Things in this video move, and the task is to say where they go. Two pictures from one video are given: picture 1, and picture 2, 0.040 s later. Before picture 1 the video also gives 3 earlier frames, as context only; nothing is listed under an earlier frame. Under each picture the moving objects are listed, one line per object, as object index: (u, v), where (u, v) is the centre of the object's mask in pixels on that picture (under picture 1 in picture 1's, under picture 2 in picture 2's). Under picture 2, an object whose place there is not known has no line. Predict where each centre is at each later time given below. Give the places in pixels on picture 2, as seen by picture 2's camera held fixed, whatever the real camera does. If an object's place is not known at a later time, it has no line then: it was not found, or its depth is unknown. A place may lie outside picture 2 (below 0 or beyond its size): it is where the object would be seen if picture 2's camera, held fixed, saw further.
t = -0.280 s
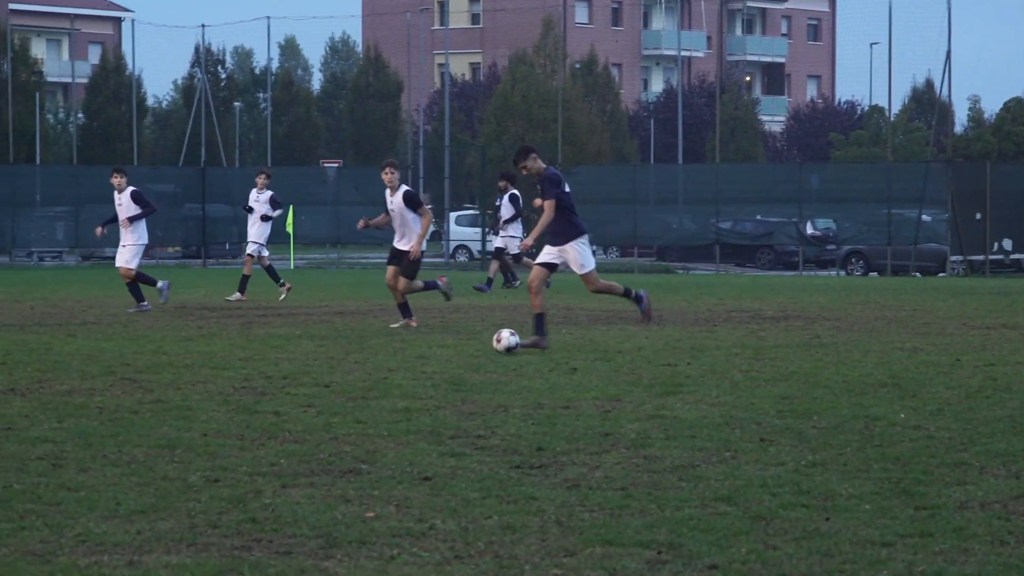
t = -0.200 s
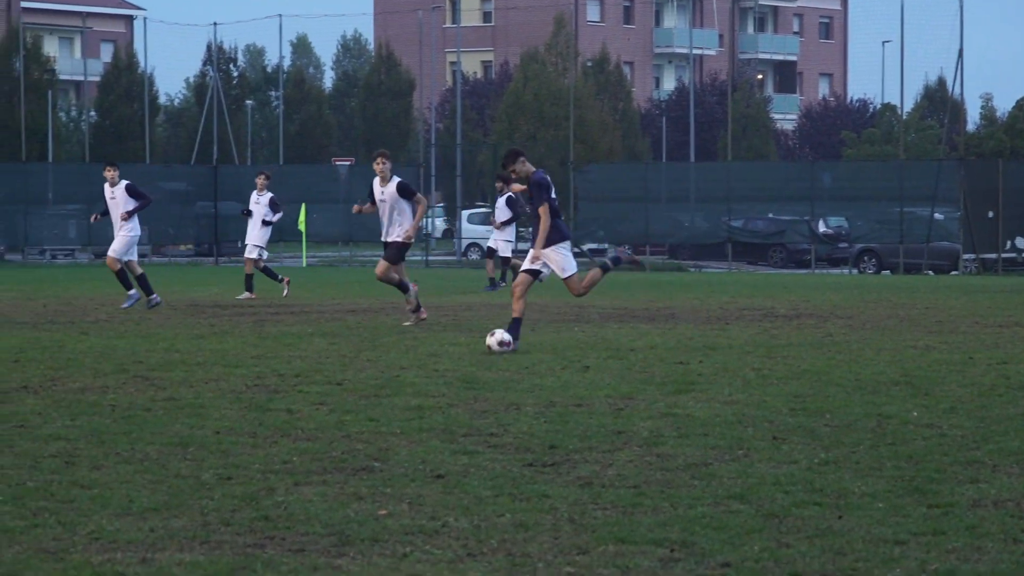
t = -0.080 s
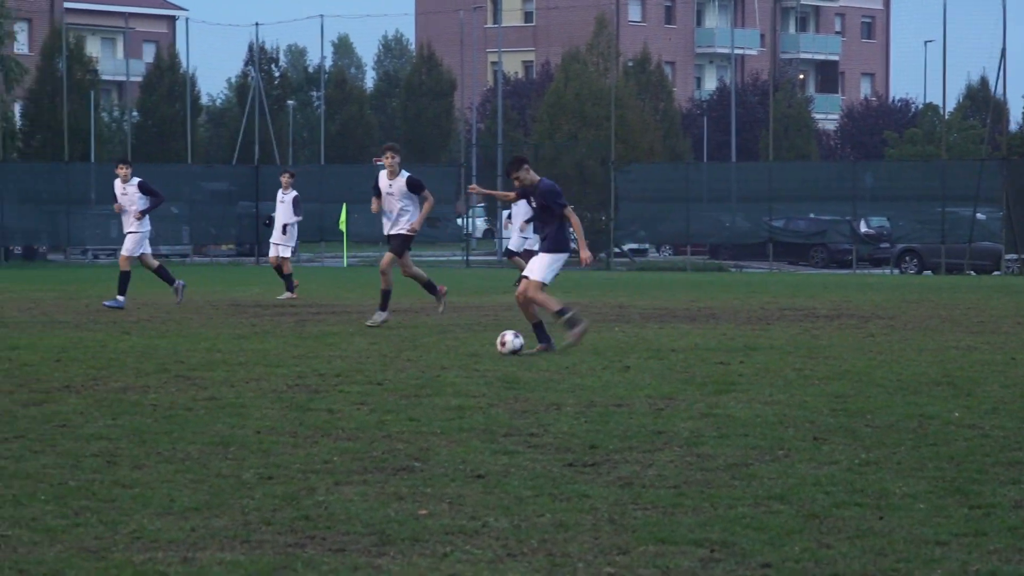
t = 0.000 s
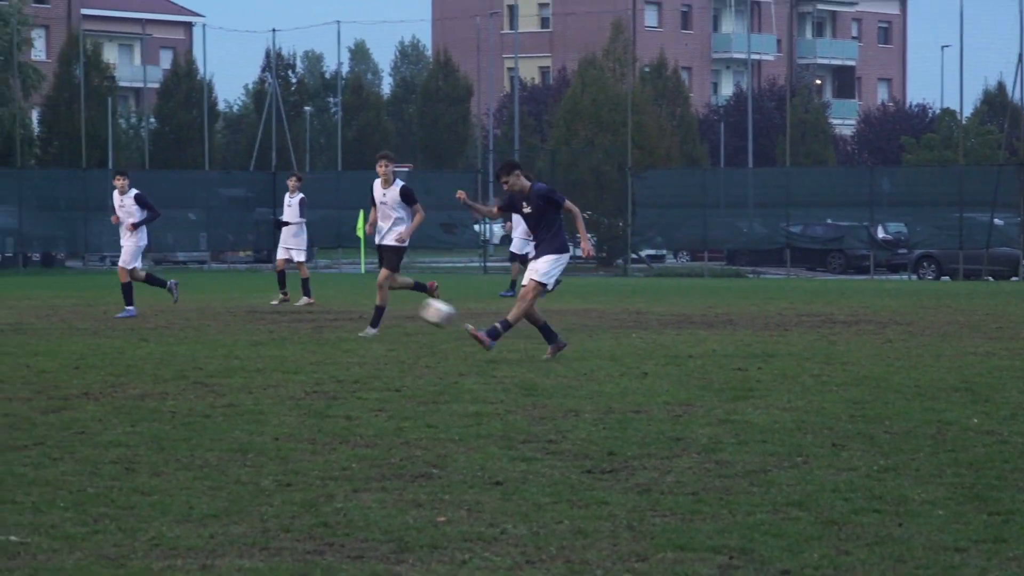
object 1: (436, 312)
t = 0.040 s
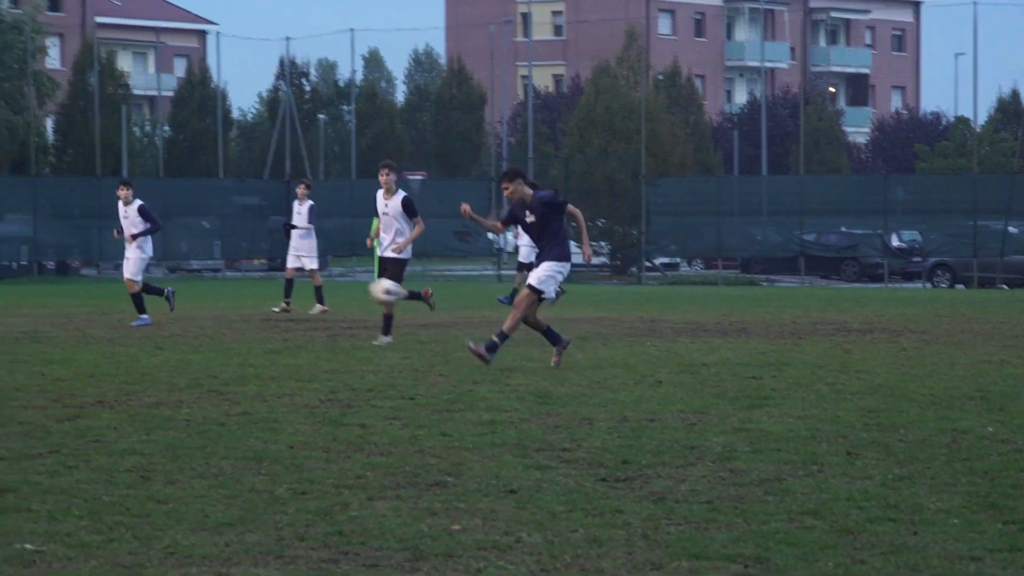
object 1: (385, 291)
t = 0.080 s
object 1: (328, 269)
